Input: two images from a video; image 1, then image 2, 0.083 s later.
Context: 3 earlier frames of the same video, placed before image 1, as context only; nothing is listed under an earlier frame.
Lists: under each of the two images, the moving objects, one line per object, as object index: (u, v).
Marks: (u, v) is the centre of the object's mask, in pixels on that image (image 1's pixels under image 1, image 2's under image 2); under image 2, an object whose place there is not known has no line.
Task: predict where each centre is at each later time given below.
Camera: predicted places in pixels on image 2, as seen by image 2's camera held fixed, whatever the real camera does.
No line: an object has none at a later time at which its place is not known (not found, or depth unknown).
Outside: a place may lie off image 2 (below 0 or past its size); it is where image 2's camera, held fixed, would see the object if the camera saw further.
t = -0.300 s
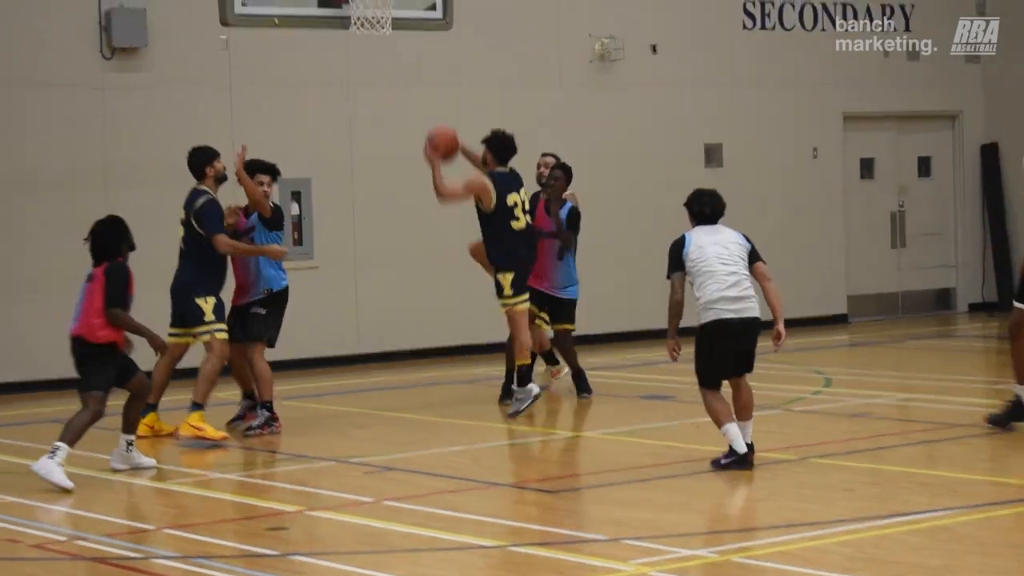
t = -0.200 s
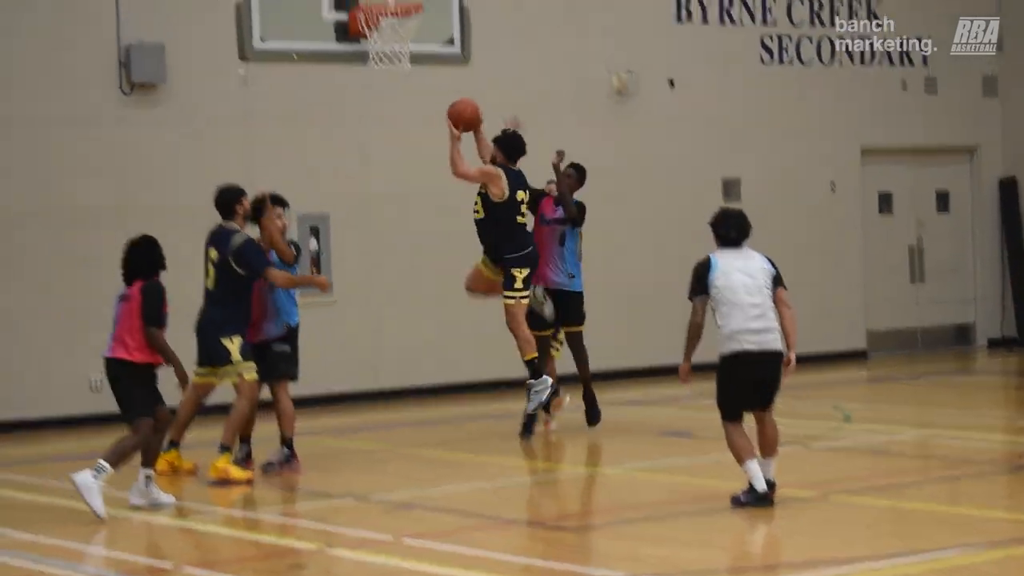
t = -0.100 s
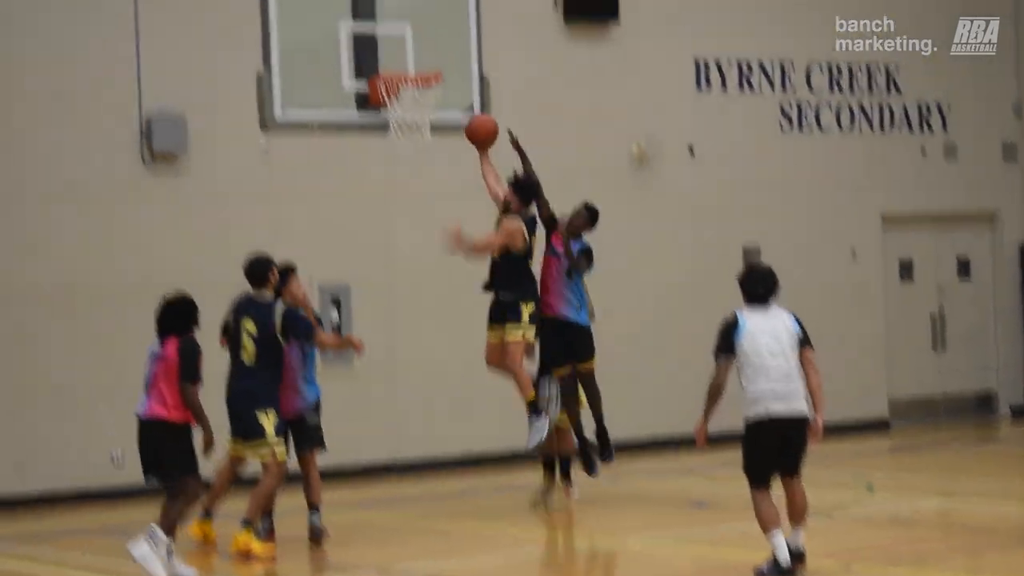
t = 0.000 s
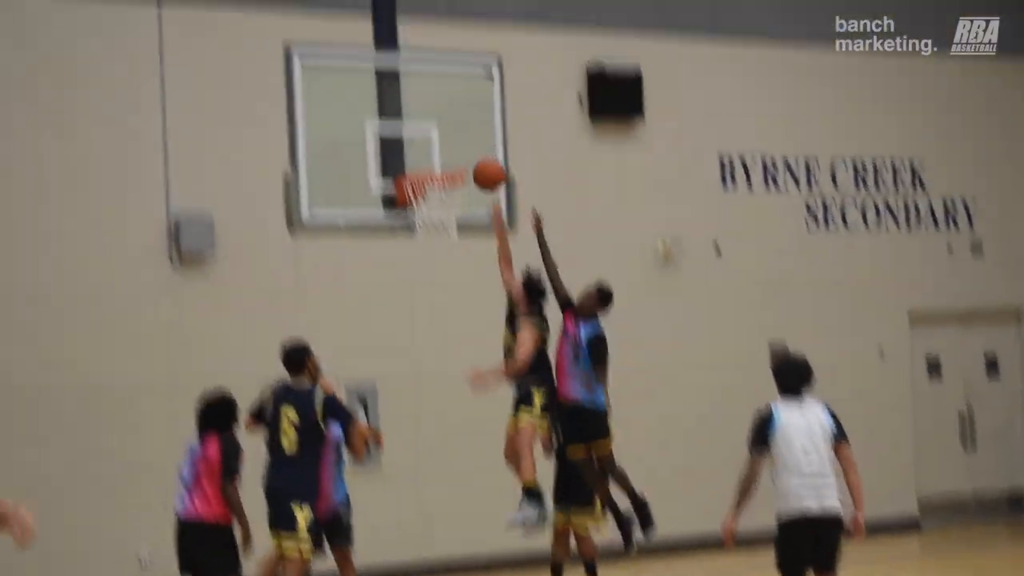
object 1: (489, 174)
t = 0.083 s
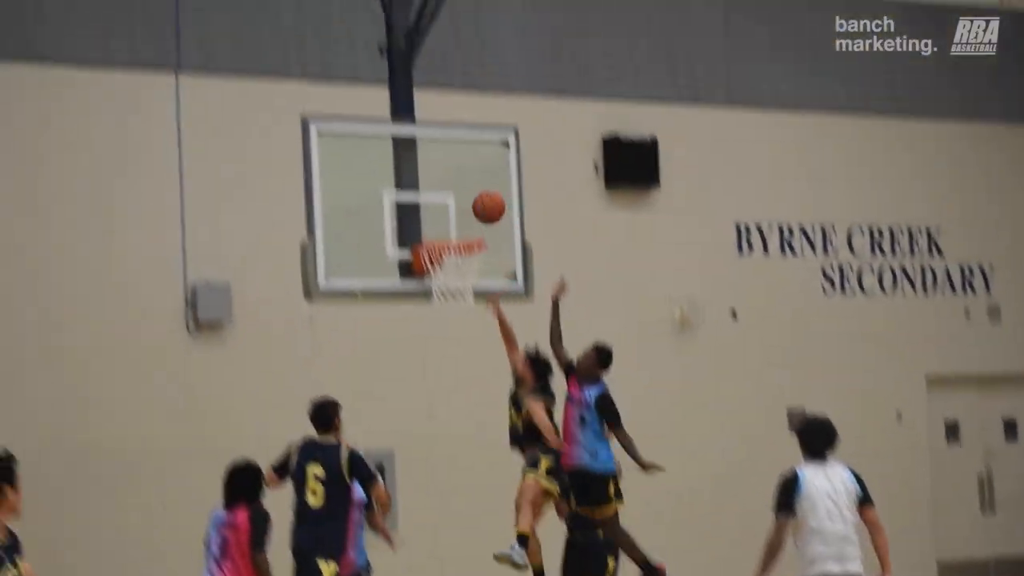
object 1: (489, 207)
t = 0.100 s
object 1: (485, 201)
